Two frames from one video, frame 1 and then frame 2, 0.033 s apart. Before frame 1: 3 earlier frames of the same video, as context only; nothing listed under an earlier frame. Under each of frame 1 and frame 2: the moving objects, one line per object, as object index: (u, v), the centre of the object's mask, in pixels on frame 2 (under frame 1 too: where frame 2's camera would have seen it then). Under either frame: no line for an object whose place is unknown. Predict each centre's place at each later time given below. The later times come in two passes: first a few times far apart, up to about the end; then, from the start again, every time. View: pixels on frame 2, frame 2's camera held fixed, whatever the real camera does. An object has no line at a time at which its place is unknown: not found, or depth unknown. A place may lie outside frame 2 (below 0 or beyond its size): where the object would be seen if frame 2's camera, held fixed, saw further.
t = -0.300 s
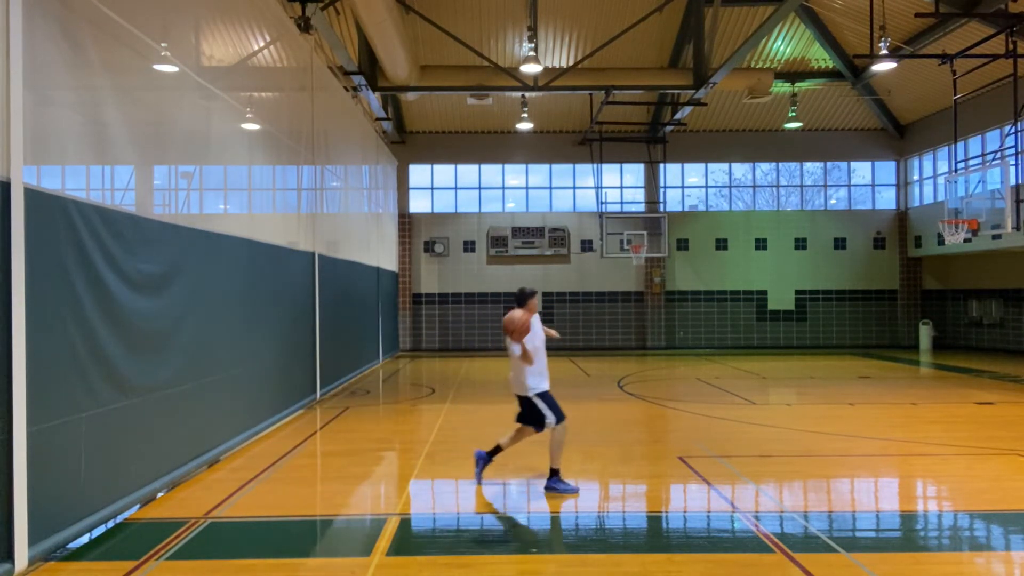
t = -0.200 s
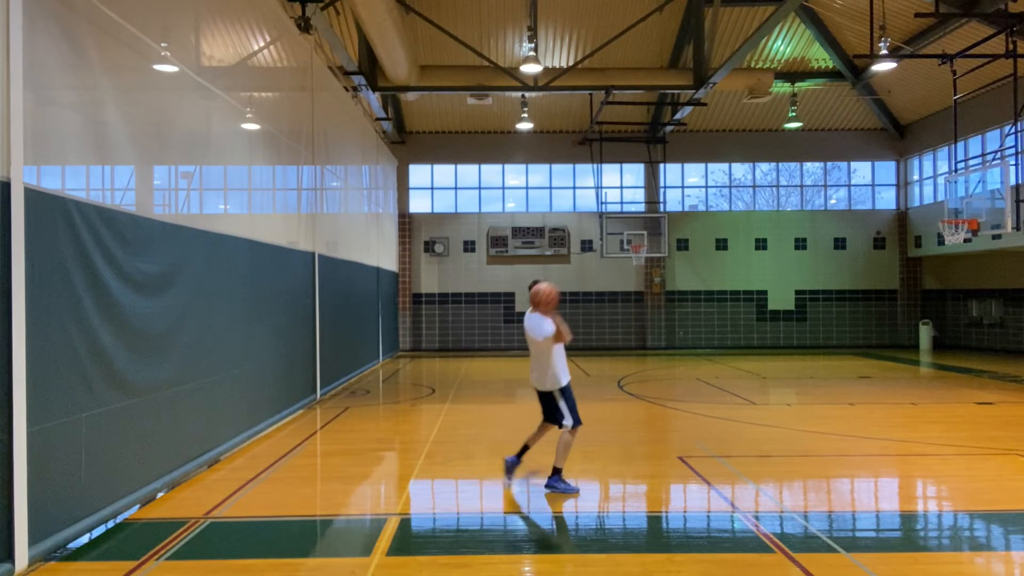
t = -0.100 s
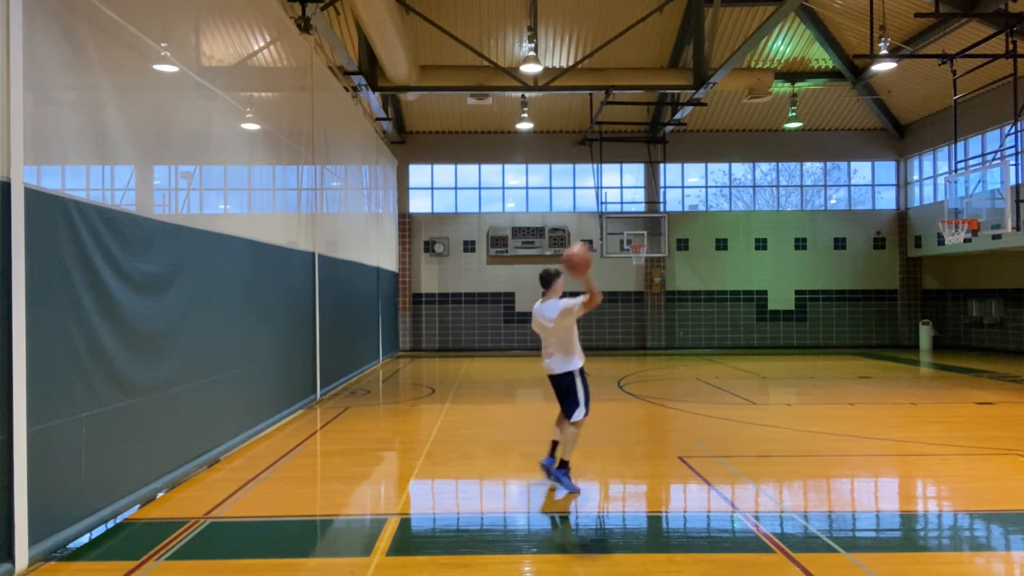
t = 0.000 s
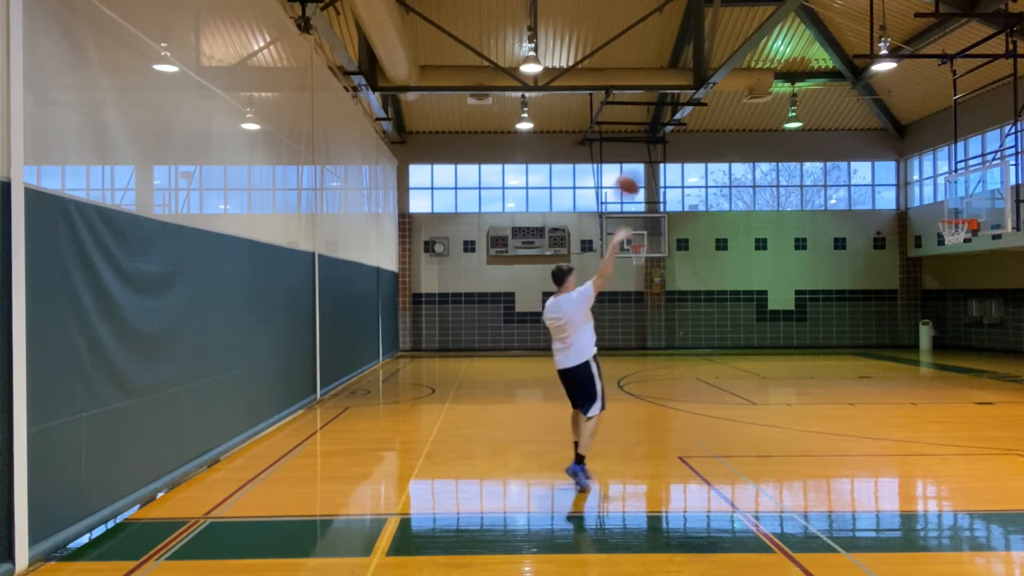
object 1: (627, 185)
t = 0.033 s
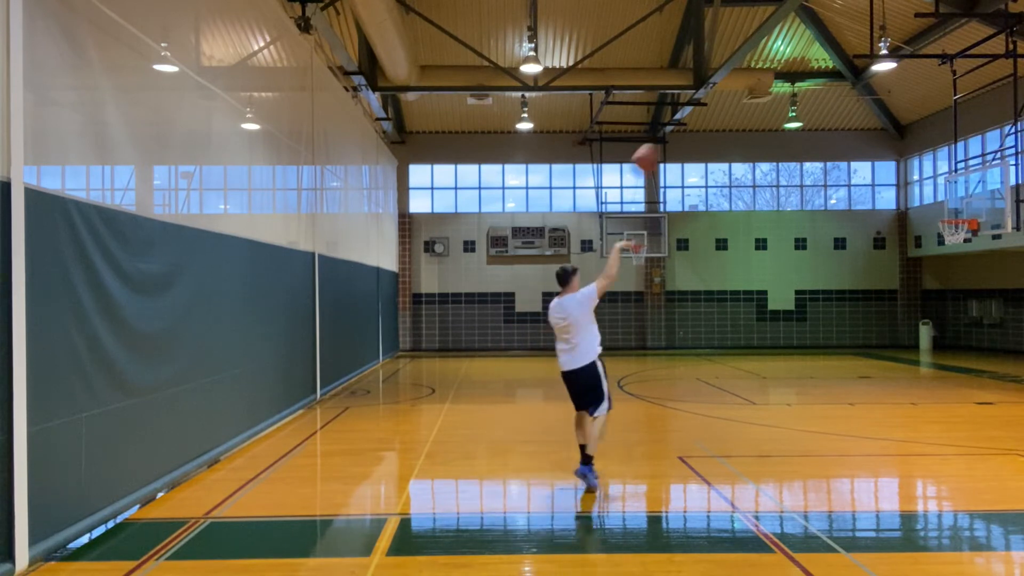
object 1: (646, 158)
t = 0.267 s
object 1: (740, 56)
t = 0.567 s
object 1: (824, 24)
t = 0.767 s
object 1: (865, 42)
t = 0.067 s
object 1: (662, 139)
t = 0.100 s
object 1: (676, 122)
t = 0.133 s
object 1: (691, 104)
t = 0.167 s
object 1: (704, 89)
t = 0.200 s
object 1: (717, 77)
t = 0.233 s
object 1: (729, 65)
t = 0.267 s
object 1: (740, 56)
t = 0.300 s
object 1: (752, 47)
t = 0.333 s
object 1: (762, 41)
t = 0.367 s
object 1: (773, 35)
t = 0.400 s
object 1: (782, 31)
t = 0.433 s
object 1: (792, 27)
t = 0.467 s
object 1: (801, 25)
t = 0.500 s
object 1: (811, 24)
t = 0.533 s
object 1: (816, 24)
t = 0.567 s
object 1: (824, 24)
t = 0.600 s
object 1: (832, 24)
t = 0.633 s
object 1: (839, 26)
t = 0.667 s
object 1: (846, 30)
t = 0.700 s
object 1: (853, 33)
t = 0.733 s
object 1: (860, 36)
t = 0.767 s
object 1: (865, 42)
